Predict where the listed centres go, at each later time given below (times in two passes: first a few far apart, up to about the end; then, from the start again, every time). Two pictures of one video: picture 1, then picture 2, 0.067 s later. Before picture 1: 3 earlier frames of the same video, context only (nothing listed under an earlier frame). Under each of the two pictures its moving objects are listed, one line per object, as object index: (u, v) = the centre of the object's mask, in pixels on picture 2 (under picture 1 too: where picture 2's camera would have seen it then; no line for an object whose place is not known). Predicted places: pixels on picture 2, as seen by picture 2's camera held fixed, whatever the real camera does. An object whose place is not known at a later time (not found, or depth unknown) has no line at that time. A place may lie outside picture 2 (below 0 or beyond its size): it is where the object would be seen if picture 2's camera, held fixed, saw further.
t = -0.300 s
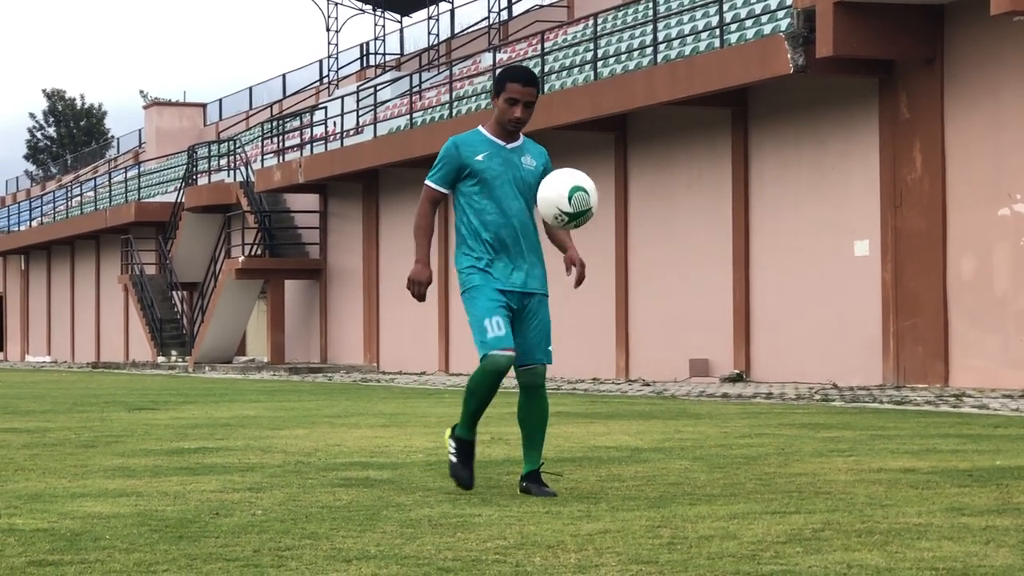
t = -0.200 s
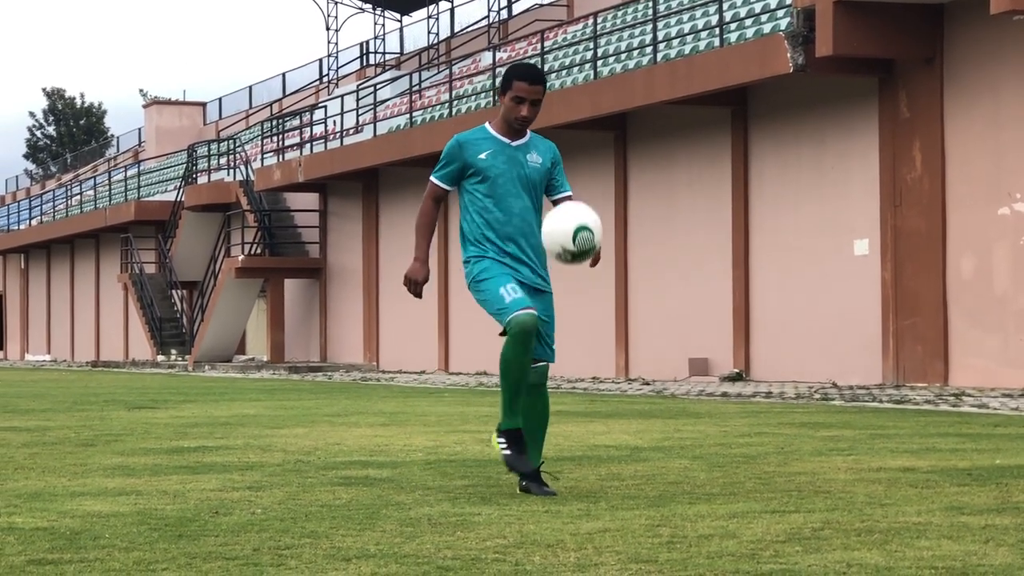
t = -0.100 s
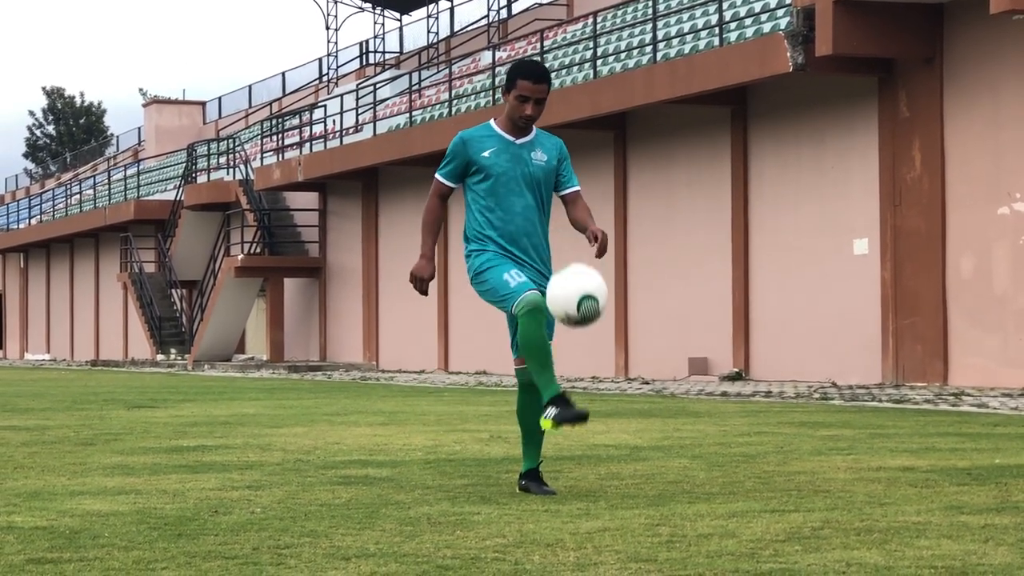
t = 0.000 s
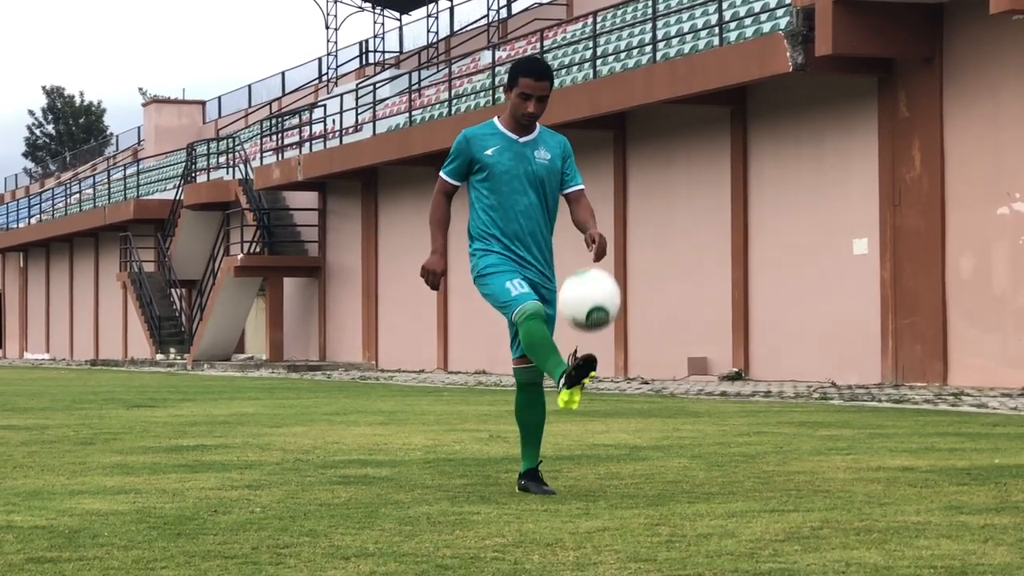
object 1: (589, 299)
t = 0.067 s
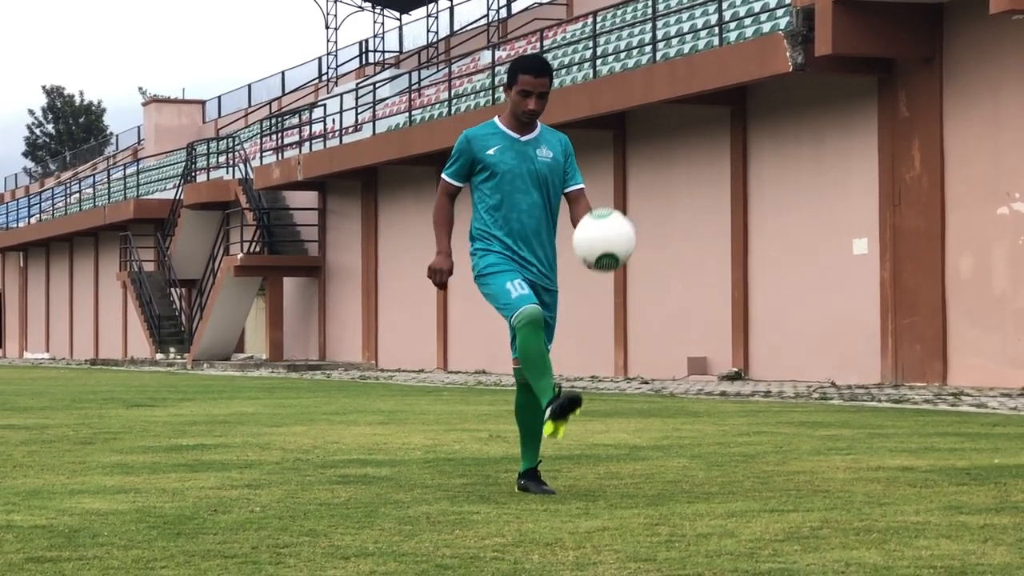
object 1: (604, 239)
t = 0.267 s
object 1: (649, 132)
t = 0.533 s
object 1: (711, 159)
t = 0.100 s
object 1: (612, 214)
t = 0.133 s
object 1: (619, 192)
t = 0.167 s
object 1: (626, 173)
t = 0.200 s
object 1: (634, 157)
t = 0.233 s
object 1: (641, 143)
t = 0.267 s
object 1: (649, 132)
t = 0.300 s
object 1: (657, 125)
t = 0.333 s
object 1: (665, 121)
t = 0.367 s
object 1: (672, 120)
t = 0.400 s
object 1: (680, 122)
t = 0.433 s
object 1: (687, 127)
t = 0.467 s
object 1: (695, 134)
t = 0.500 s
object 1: (703, 146)
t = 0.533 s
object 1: (711, 159)
